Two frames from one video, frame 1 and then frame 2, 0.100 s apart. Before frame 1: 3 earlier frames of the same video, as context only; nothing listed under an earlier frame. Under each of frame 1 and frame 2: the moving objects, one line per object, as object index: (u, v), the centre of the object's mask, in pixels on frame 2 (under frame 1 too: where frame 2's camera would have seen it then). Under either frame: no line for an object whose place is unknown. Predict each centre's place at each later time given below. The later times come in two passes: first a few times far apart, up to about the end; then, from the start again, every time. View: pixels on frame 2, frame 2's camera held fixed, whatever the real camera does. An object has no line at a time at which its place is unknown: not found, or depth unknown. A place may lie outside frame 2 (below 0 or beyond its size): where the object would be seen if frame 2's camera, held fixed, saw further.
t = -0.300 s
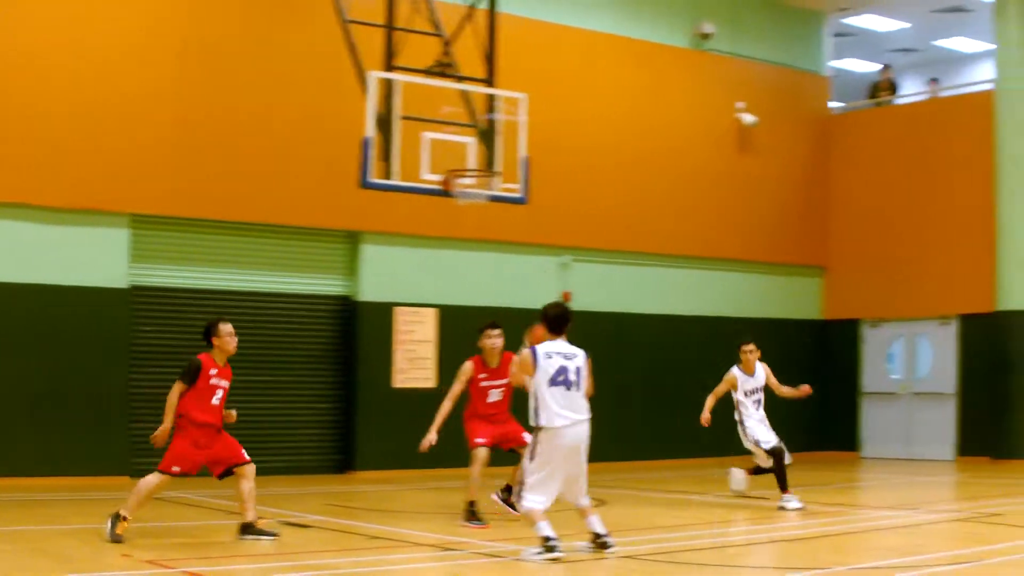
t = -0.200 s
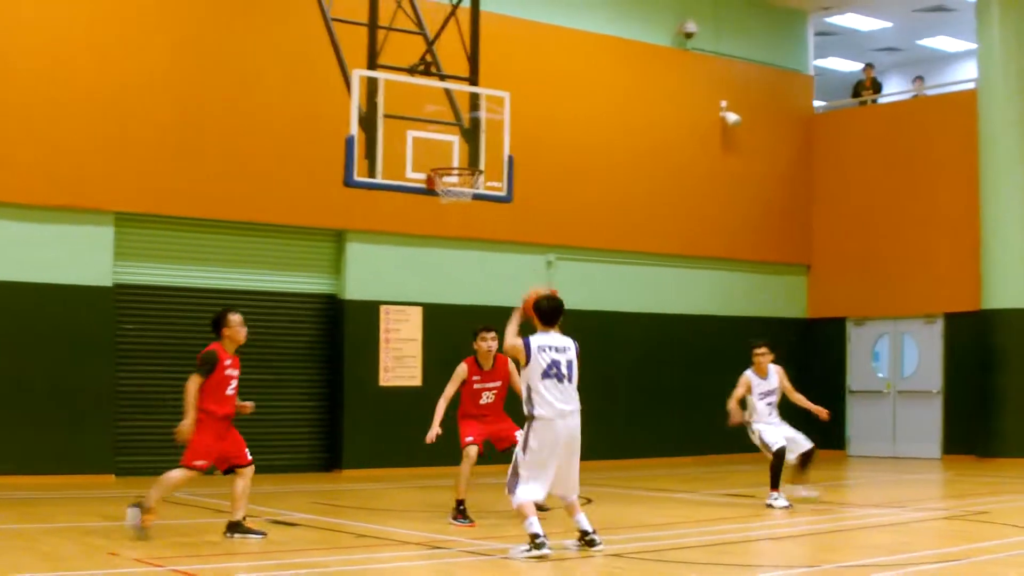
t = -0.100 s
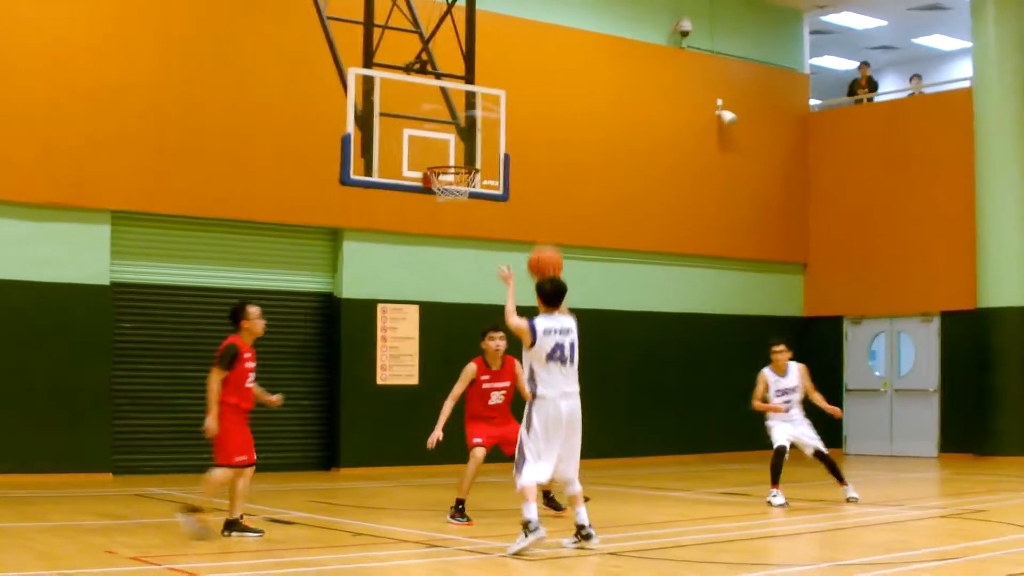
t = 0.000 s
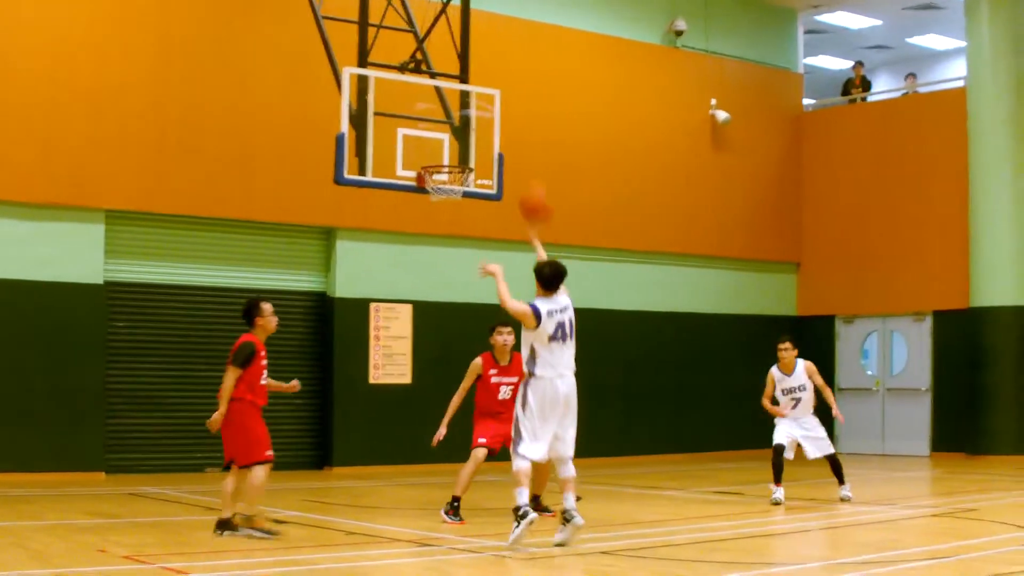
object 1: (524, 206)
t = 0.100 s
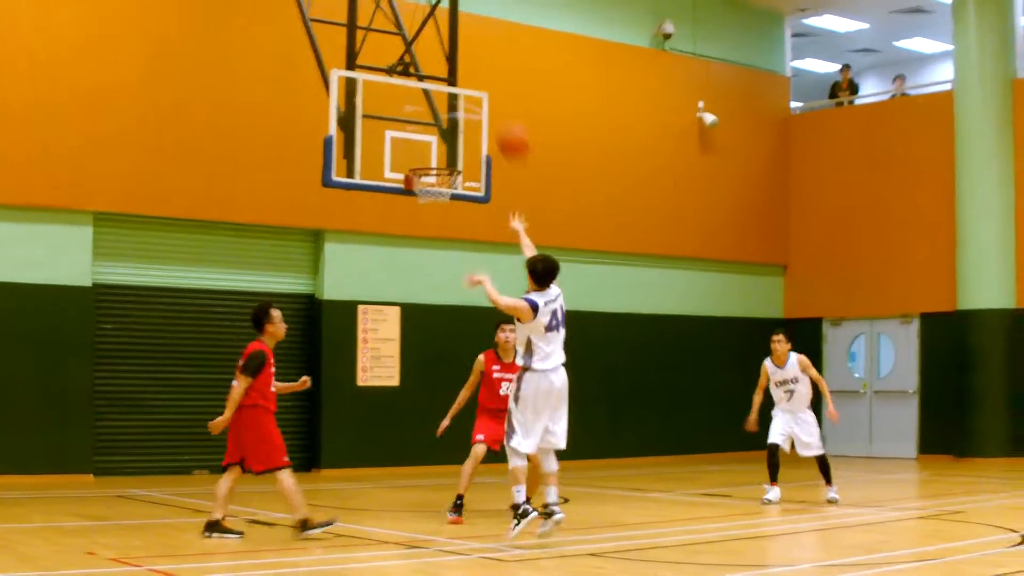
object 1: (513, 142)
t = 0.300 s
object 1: (492, 62)
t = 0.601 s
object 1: (465, 41)
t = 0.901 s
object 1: (441, 116)
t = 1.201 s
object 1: (435, 179)
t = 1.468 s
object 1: (433, 193)
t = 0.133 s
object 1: (509, 123)
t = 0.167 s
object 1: (505, 107)
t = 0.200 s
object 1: (502, 93)
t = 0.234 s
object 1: (498, 82)
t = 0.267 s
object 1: (495, 71)
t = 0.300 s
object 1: (492, 62)
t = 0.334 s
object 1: (488, 54)
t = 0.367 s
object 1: (485, 48)
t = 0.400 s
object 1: (483, 43)
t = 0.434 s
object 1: (479, 39)
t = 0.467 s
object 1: (476, 38)
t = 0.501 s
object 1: (474, 36)
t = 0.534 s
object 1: (471, 36)
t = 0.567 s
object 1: (468, 38)
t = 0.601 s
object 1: (465, 41)
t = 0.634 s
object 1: (462, 45)
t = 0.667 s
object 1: (459, 50)
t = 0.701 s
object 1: (457, 56)
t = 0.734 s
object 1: (455, 63)
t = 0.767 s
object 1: (451, 71)
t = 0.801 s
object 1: (450, 80)
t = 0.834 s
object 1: (446, 91)
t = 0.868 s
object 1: (443, 103)
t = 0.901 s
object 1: (441, 116)
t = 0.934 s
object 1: (440, 128)
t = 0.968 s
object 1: (437, 142)
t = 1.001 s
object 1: (434, 157)
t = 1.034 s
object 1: (433, 167)
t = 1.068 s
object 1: (437, 170)
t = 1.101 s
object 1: (436, 170)
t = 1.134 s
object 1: (431, 173)
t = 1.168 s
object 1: (430, 176)
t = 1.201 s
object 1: (435, 179)
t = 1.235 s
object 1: (444, 184)
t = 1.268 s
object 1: (446, 184)
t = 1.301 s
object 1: (445, 183)
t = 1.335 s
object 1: (443, 184)
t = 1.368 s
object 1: (441, 184)
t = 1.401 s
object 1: (439, 185)
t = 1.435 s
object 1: (436, 188)
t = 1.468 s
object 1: (433, 193)
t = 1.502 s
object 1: (429, 200)
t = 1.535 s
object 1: (427, 207)
